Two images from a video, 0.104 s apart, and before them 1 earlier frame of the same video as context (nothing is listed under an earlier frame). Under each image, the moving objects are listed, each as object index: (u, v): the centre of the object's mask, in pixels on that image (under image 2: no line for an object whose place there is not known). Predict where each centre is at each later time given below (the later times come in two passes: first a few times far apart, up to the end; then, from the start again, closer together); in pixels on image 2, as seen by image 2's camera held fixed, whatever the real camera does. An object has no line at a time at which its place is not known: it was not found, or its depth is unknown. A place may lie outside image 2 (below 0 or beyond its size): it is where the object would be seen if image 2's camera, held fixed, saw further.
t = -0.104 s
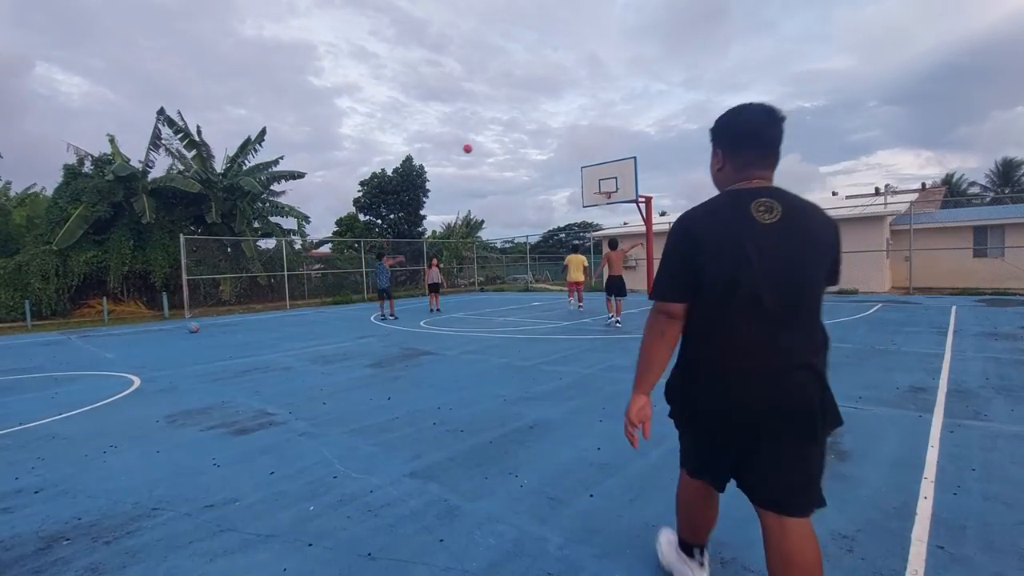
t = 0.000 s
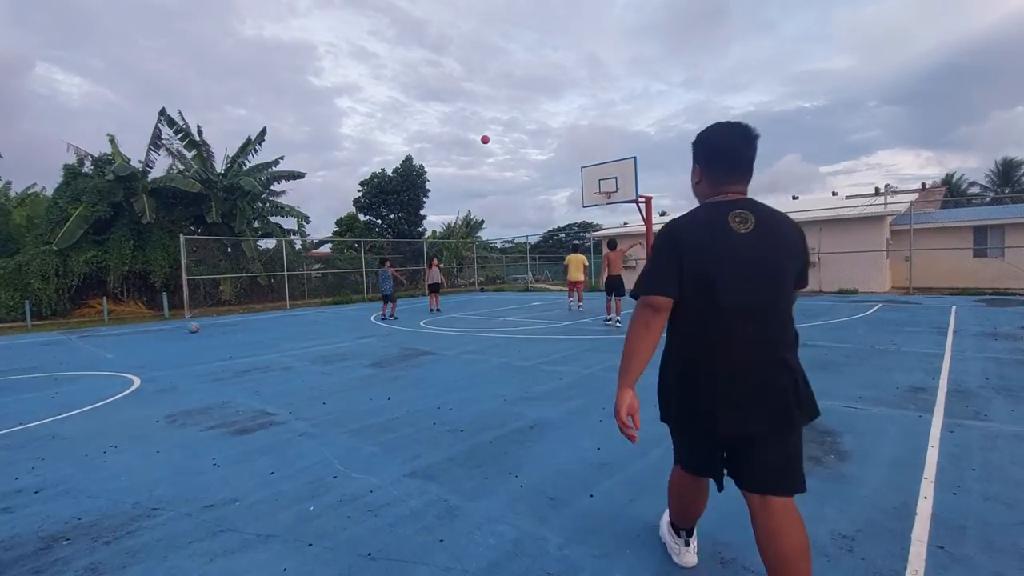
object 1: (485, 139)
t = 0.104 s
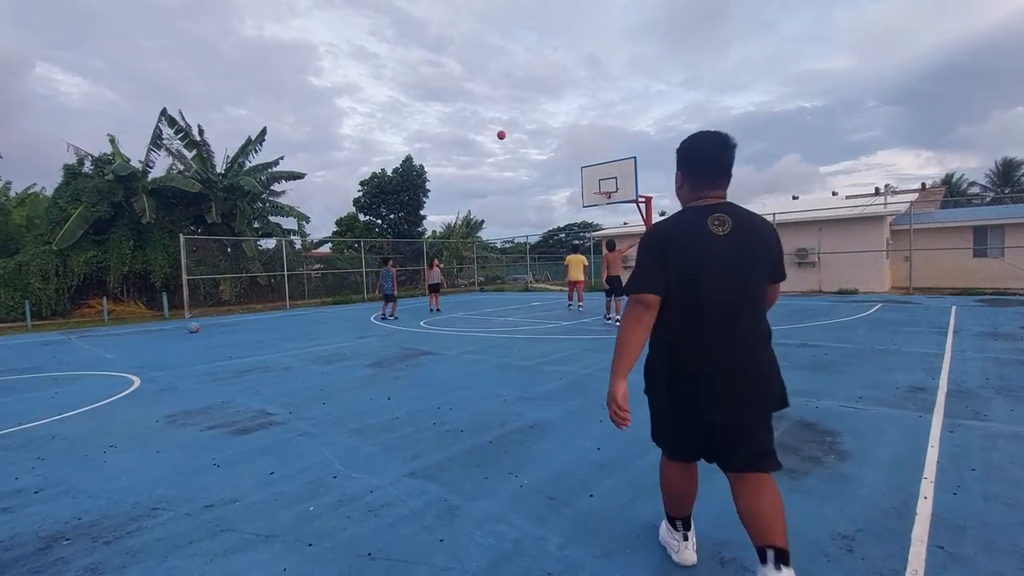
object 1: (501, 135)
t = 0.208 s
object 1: (516, 134)
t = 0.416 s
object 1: (546, 144)
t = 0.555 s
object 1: (565, 158)
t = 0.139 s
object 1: (506, 134)
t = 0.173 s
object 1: (511, 134)
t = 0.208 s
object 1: (516, 134)
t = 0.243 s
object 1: (522, 135)
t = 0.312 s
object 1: (532, 138)
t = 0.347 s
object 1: (536, 140)
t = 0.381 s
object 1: (541, 142)
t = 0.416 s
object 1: (546, 144)
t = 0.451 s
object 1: (551, 147)
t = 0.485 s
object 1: (556, 151)
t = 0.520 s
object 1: (560, 154)
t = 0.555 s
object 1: (565, 158)
